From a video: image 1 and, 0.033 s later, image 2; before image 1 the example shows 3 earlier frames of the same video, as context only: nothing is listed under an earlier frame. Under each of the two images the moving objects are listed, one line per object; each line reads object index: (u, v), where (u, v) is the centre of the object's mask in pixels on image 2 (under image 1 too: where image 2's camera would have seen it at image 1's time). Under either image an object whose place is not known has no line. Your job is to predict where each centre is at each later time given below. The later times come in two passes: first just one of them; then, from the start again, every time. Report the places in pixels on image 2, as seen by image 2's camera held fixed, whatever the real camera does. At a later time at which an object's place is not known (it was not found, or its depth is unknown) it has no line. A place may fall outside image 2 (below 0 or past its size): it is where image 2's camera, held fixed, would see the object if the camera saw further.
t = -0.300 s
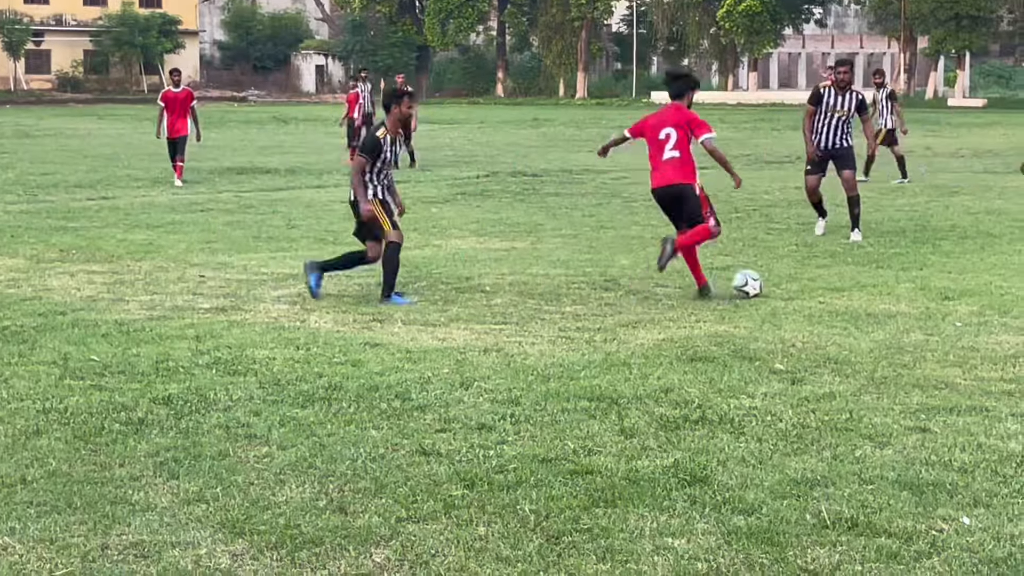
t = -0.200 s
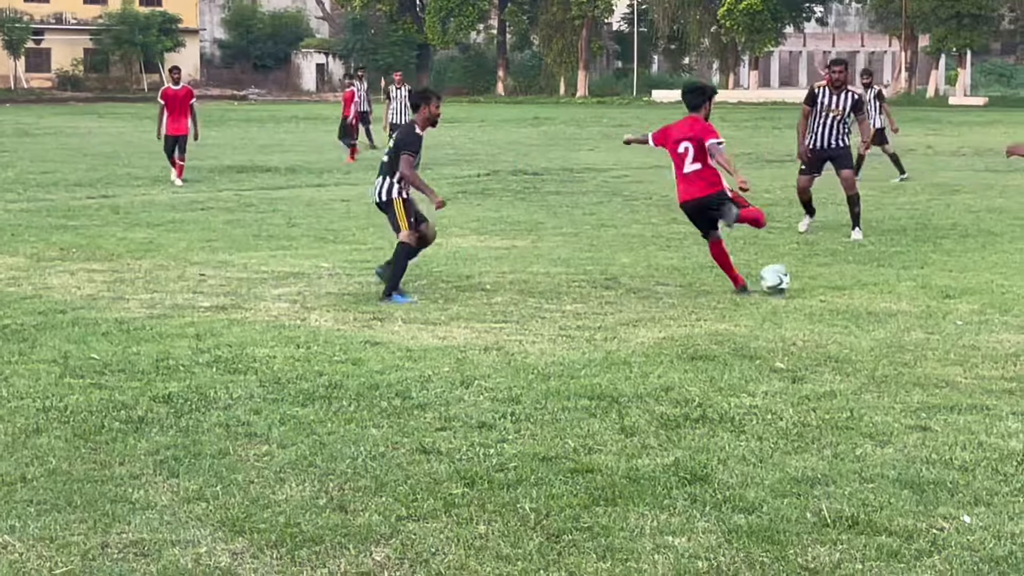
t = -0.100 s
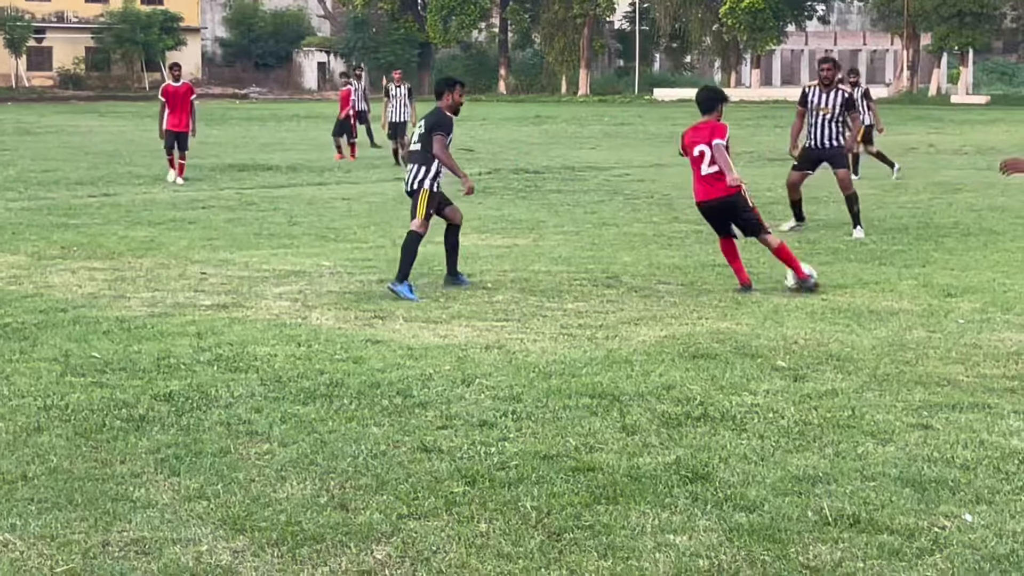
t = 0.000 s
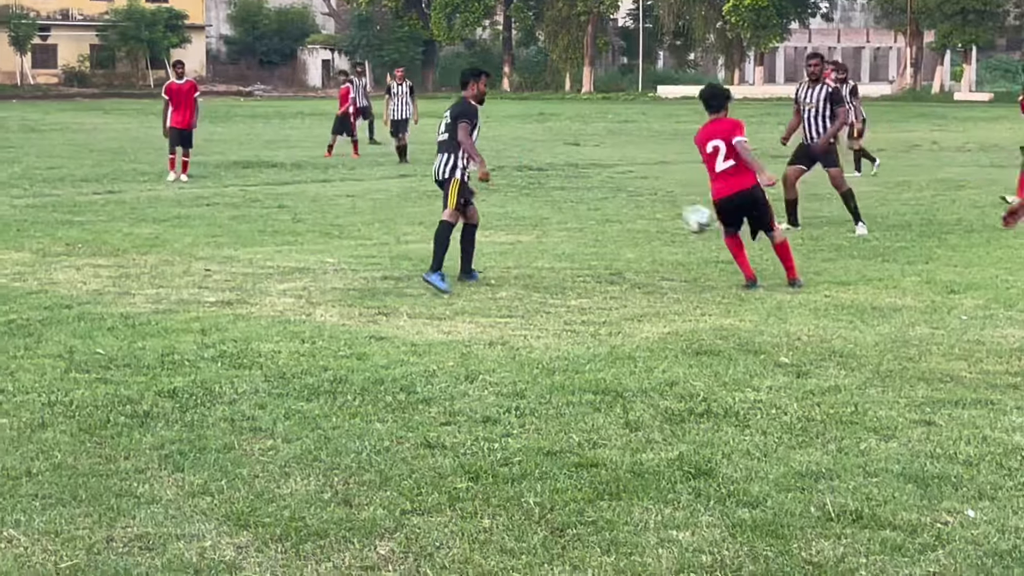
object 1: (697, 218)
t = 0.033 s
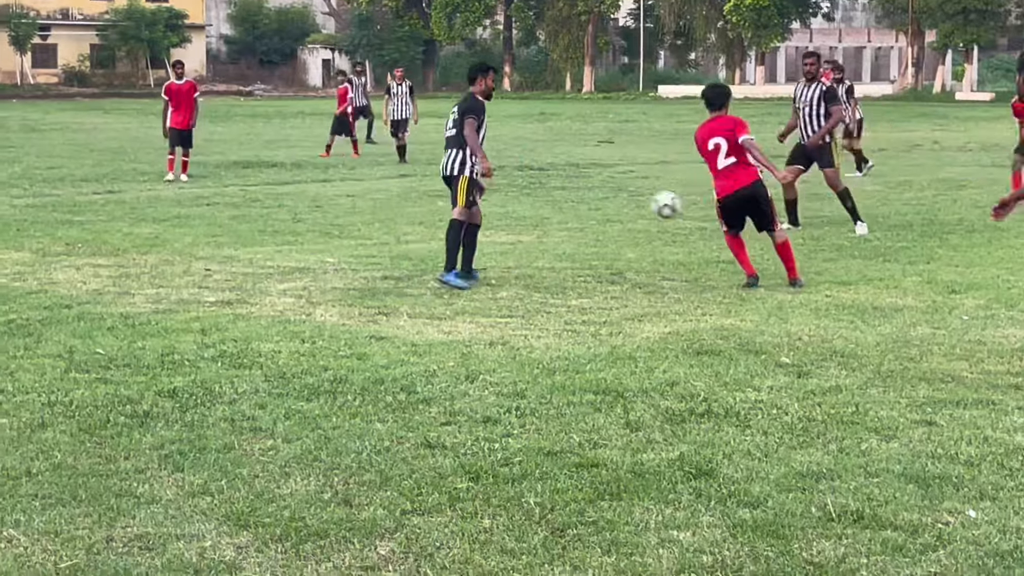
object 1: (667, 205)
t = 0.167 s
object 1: (553, 162)
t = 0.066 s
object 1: (635, 191)
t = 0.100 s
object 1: (606, 180)
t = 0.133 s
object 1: (578, 170)
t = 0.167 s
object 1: (553, 162)
